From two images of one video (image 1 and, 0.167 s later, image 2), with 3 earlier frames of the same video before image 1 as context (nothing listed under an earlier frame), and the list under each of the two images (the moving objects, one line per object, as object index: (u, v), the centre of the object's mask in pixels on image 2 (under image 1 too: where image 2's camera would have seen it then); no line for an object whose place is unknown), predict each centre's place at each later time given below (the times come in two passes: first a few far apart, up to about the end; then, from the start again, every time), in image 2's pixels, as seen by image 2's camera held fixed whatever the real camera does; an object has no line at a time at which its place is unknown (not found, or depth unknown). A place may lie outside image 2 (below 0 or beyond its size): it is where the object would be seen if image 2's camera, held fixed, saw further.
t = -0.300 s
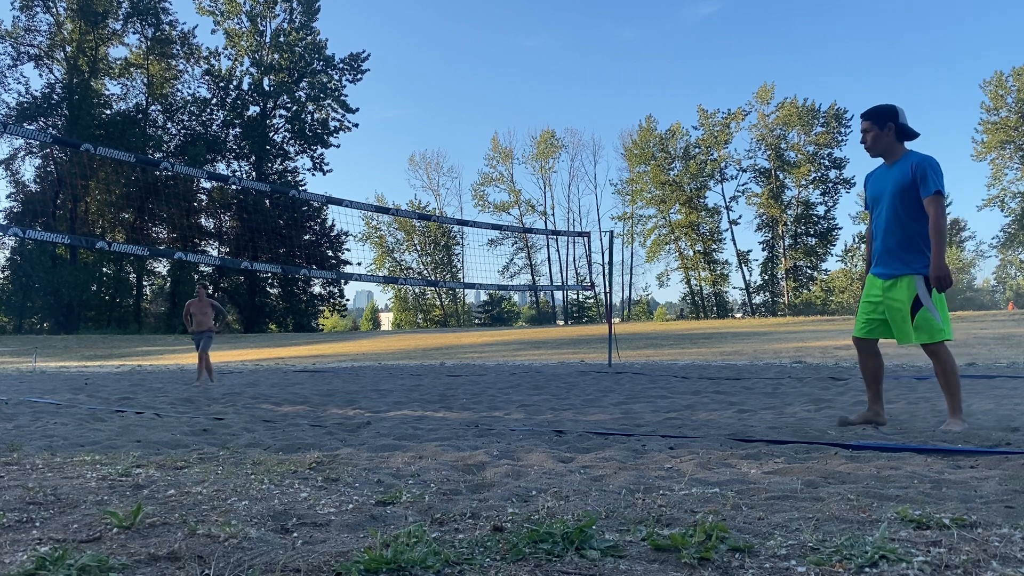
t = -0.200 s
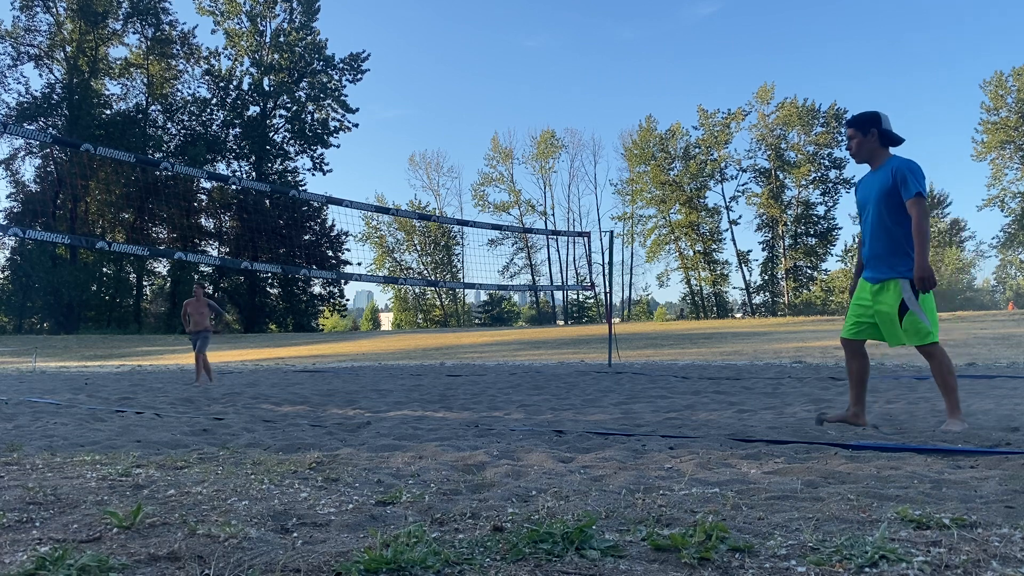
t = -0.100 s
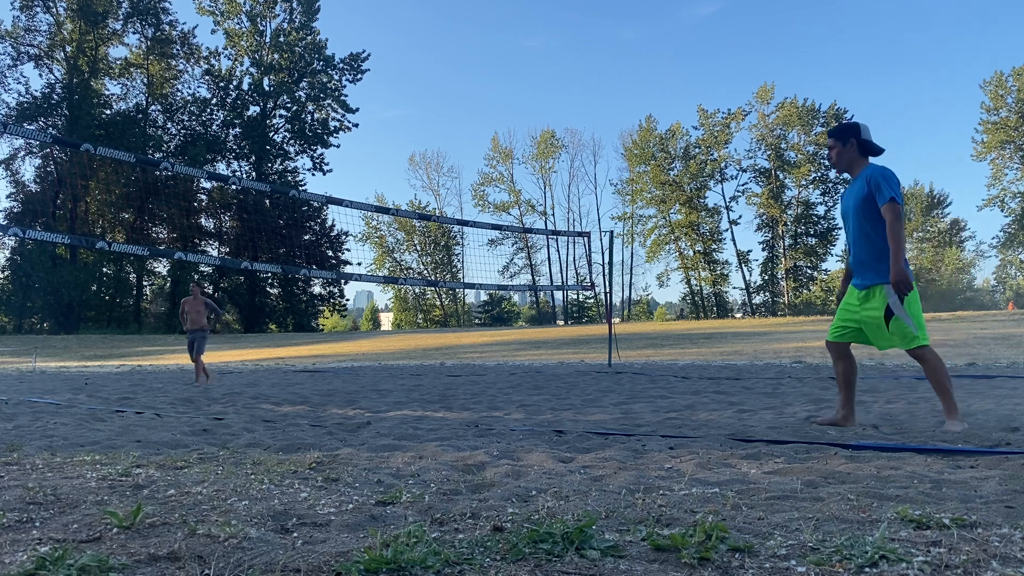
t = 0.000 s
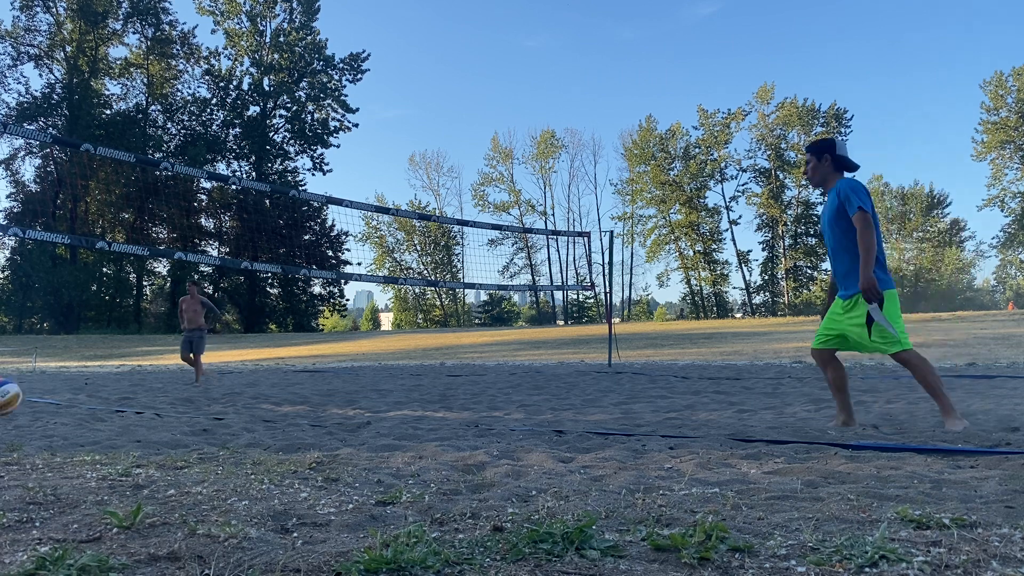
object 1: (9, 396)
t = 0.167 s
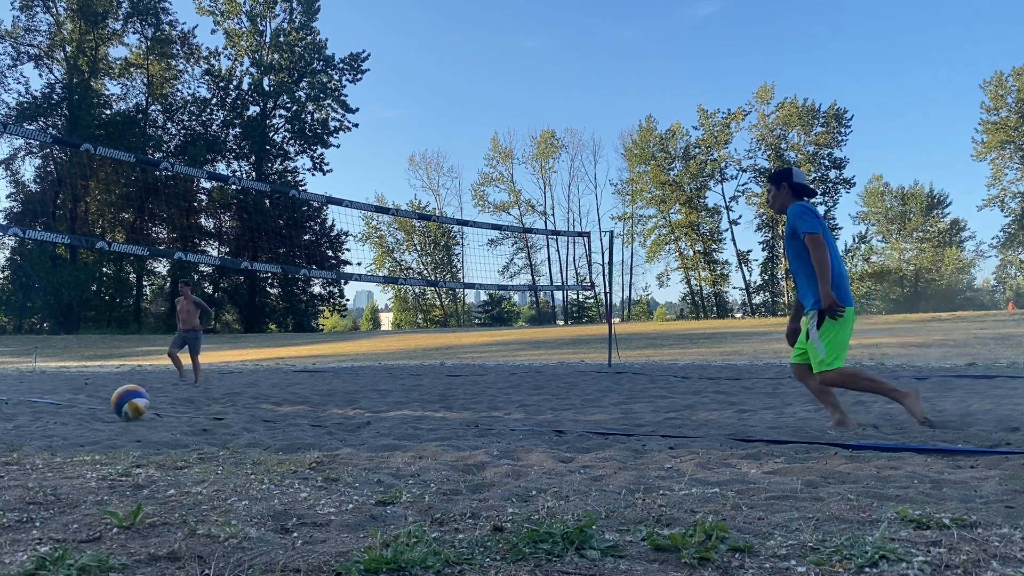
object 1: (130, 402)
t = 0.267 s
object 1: (193, 395)
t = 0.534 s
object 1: (340, 400)
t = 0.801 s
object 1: (451, 400)
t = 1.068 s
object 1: (538, 400)
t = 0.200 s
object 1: (152, 397)
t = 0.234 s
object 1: (172, 395)
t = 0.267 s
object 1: (193, 395)
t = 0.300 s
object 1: (213, 397)
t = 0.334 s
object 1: (231, 400)
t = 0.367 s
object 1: (251, 403)
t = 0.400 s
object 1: (269, 407)
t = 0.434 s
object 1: (289, 406)
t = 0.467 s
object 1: (307, 405)
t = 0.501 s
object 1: (323, 402)
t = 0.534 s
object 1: (340, 400)
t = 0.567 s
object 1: (355, 398)
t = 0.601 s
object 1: (370, 399)
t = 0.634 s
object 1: (385, 402)
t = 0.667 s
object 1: (399, 401)
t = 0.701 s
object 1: (413, 399)
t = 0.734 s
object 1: (426, 398)
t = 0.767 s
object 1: (438, 398)
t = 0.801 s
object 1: (451, 400)
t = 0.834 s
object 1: (463, 403)
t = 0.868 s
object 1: (474, 402)
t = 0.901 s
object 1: (486, 399)
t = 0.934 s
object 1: (497, 399)
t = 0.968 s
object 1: (508, 399)
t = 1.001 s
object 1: (518, 401)
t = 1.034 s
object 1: (528, 401)
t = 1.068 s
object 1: (538, 400)
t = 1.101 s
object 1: (549, 402)
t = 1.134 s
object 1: (559, 404)
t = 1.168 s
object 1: (568, 406)
